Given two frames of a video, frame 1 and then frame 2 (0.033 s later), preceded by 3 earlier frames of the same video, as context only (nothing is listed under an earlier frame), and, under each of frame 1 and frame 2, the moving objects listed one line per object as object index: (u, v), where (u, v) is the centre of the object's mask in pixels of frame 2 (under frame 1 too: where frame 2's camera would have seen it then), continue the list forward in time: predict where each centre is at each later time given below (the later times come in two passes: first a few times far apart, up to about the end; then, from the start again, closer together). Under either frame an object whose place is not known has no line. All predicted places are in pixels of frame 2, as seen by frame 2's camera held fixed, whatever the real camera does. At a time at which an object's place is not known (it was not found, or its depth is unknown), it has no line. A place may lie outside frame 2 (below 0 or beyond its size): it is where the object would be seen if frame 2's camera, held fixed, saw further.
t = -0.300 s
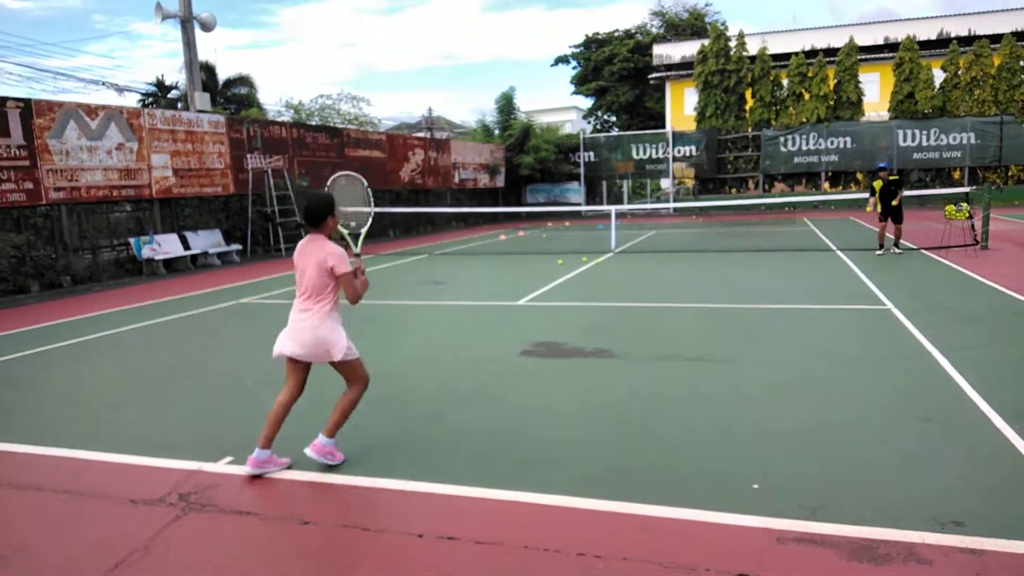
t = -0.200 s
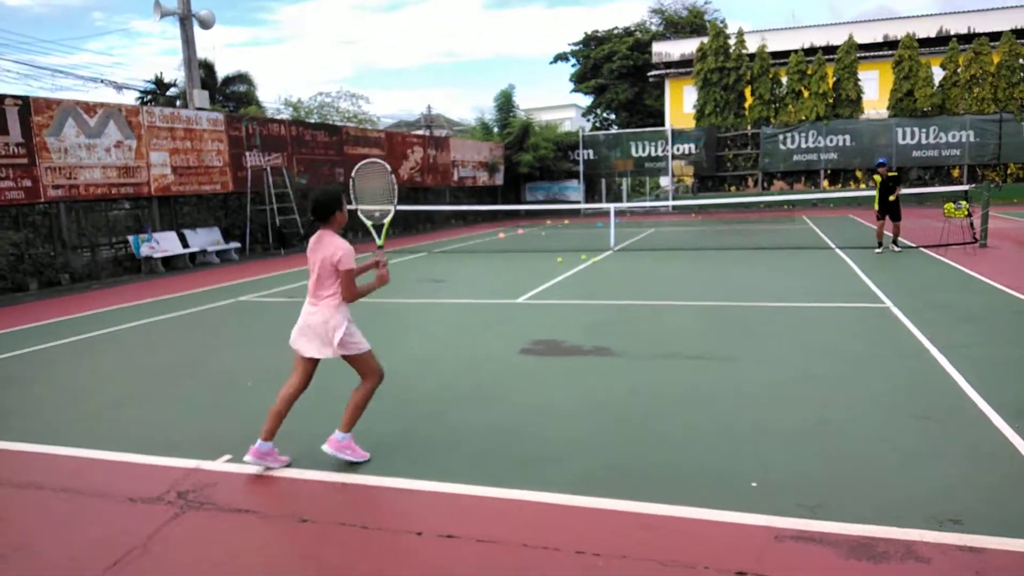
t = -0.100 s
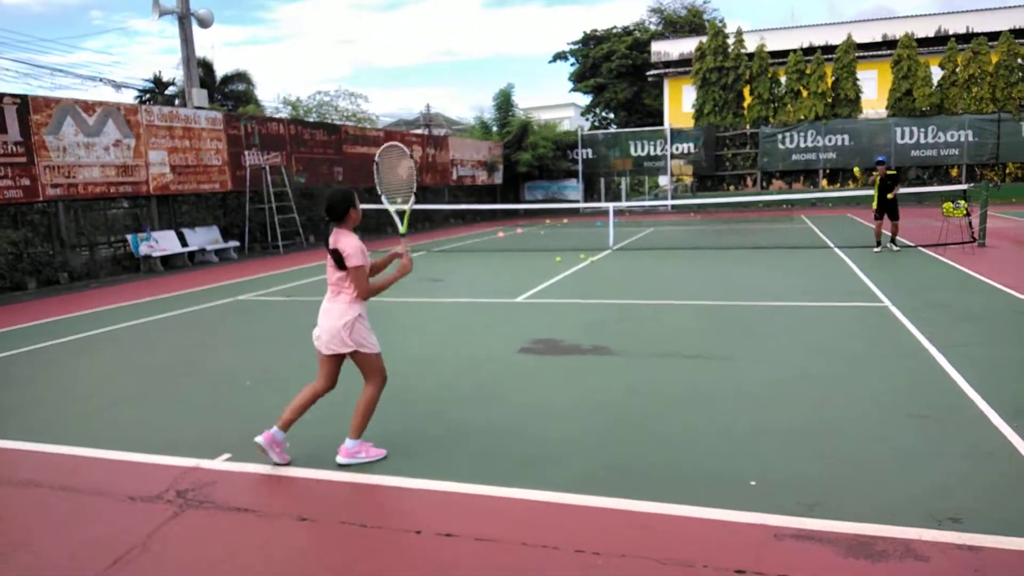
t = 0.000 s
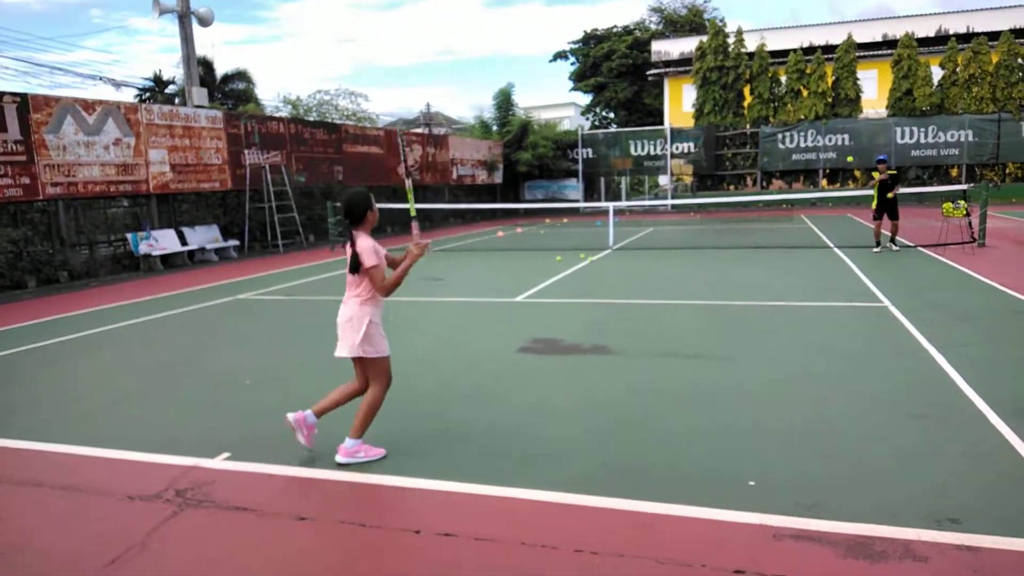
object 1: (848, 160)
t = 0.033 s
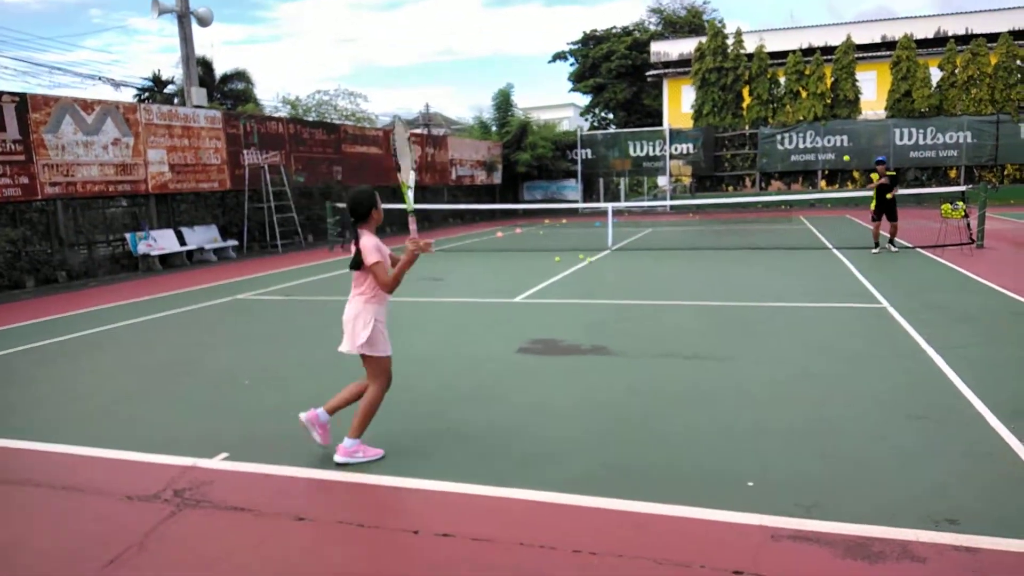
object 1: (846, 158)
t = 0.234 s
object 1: (830, 163)
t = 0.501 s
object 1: (800, 231)
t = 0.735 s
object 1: (770, 299)
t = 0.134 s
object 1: (839, 157)
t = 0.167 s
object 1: (836, 158)
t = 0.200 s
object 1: (833, 160)
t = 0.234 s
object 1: (830, 163)
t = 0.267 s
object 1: (827, 168)
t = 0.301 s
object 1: (824, 172)
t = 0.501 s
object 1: (800, 231)
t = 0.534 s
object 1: (795, 246)
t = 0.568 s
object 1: (791, 263)
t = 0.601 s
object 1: (786, 281)
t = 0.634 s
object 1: (781, 302)
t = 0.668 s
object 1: (776, 323)
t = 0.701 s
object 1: (773, 310)
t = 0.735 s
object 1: (770, 299)
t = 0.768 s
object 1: (766, 288)
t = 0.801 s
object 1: (763, 279)
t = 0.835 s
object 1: (760, 271)
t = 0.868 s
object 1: (756, 262)
